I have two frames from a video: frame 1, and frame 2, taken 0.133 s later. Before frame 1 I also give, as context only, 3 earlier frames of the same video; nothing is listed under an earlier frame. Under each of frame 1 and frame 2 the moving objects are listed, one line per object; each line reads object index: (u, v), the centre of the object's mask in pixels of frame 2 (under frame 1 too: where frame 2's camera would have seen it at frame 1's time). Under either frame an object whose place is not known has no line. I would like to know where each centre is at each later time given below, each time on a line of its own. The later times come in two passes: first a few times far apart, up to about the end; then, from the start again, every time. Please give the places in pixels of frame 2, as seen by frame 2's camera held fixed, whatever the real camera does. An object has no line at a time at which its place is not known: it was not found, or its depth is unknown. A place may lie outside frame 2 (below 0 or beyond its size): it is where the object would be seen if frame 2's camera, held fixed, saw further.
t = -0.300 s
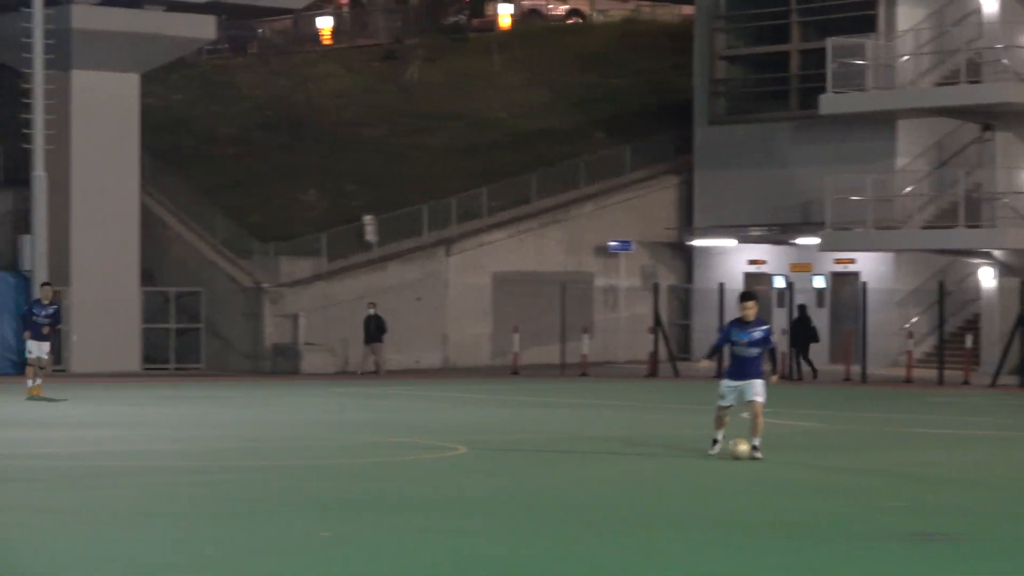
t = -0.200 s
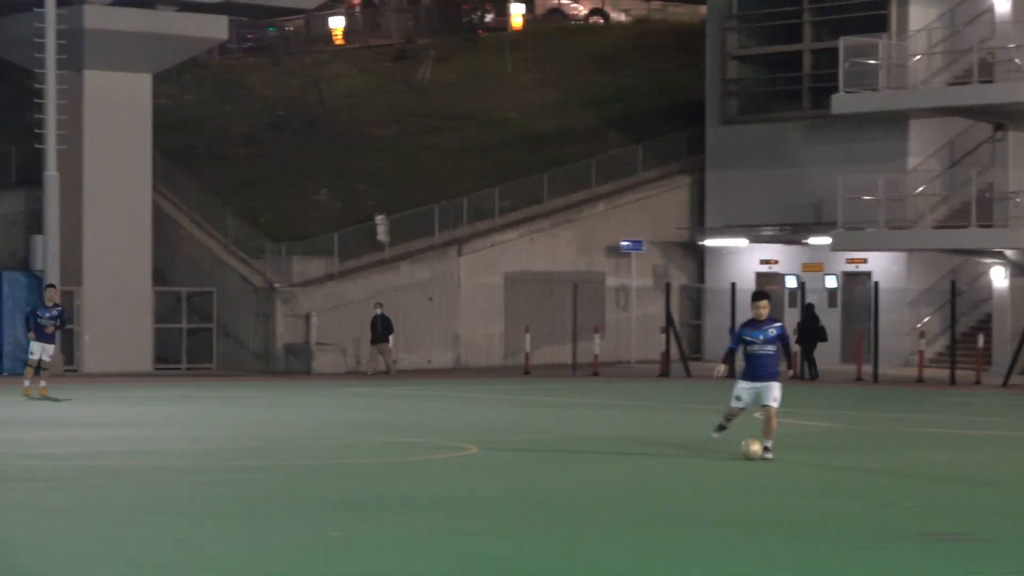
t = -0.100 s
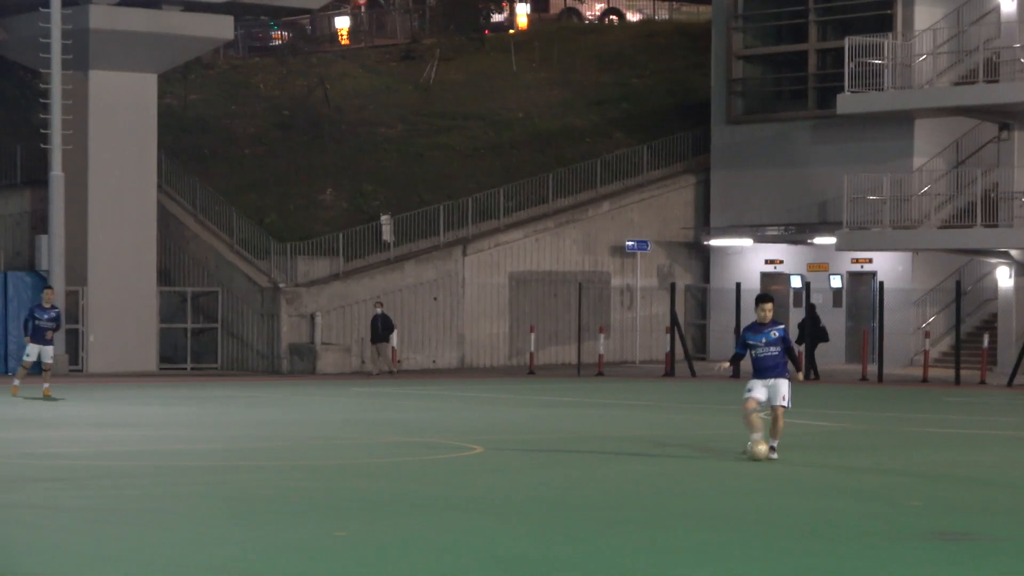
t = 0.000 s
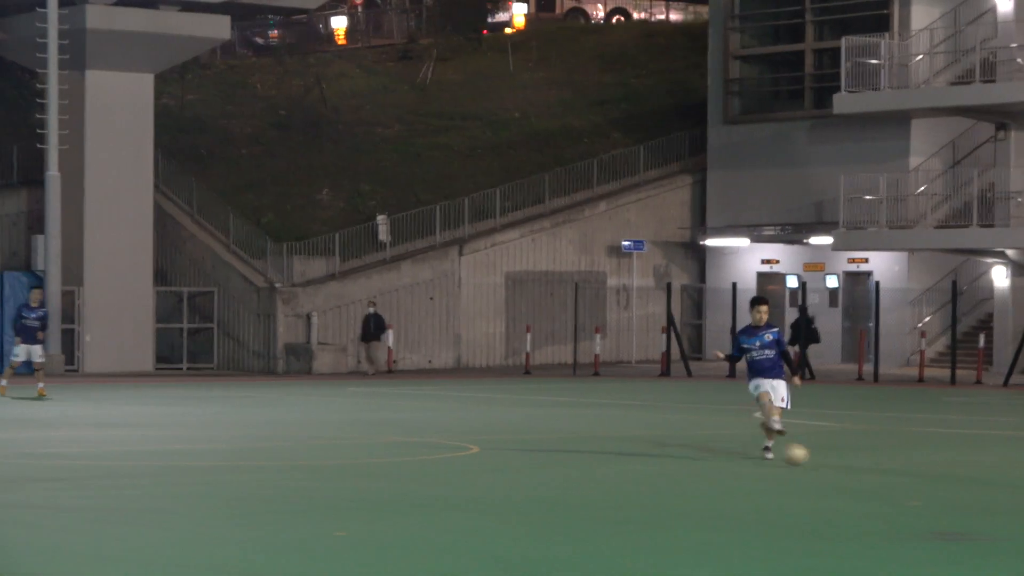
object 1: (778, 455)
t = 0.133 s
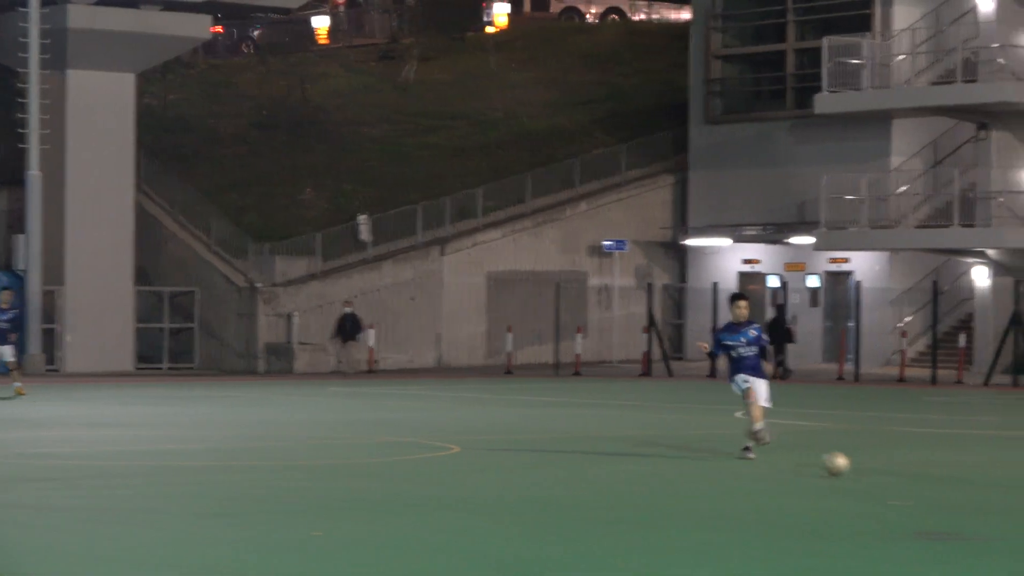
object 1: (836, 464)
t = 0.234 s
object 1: (881, 469)
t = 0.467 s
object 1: (988, 484)
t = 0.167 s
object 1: (852, 468)
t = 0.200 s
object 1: (866, 469)
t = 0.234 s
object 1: (881, 469)
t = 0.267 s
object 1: (895, 471)
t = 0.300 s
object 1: (911, 476)
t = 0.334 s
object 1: (925, 477)
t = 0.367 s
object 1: (940, 476)
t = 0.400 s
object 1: (954, 477)
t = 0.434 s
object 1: (972, 479)
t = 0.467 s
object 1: (988, 484)
